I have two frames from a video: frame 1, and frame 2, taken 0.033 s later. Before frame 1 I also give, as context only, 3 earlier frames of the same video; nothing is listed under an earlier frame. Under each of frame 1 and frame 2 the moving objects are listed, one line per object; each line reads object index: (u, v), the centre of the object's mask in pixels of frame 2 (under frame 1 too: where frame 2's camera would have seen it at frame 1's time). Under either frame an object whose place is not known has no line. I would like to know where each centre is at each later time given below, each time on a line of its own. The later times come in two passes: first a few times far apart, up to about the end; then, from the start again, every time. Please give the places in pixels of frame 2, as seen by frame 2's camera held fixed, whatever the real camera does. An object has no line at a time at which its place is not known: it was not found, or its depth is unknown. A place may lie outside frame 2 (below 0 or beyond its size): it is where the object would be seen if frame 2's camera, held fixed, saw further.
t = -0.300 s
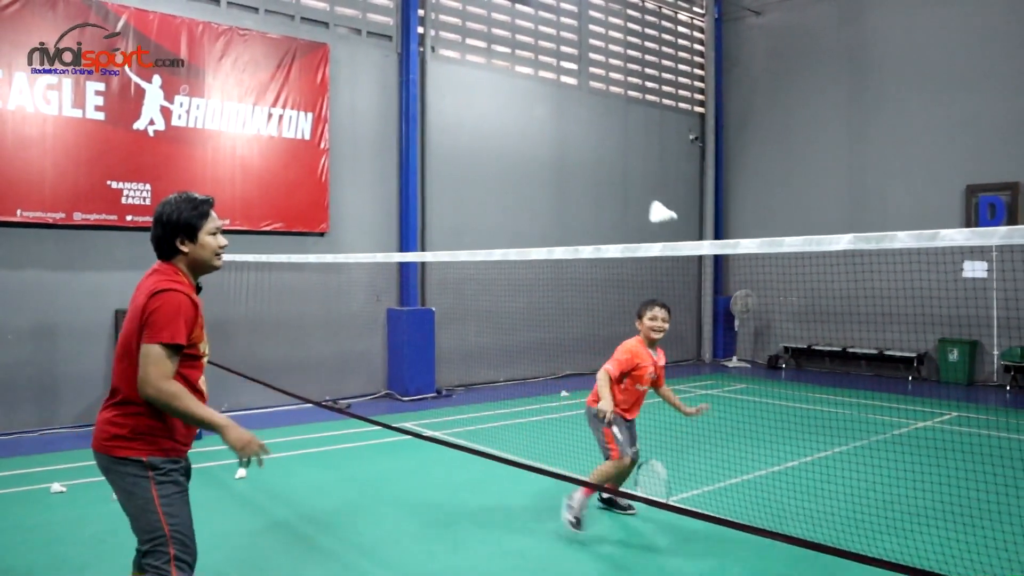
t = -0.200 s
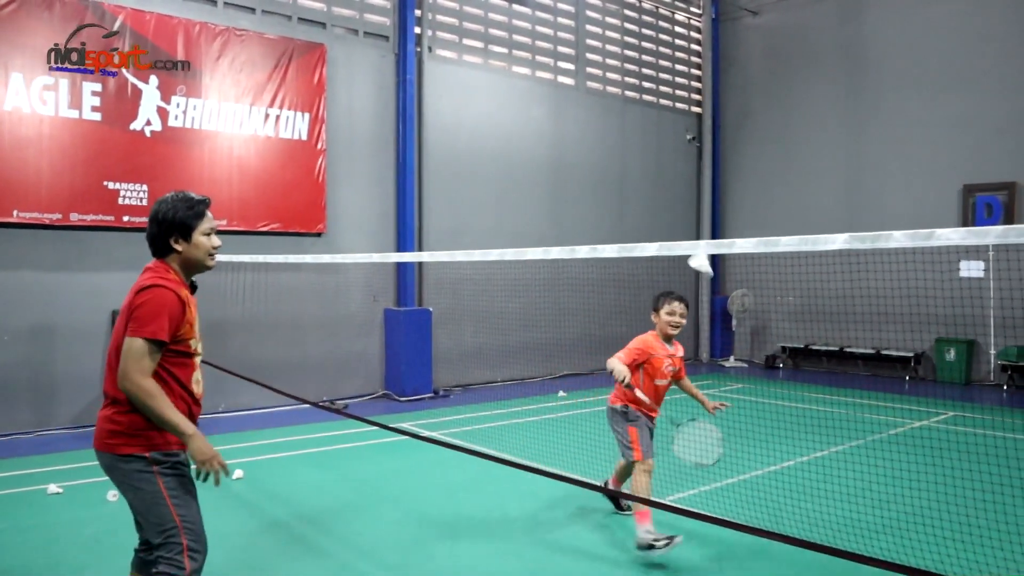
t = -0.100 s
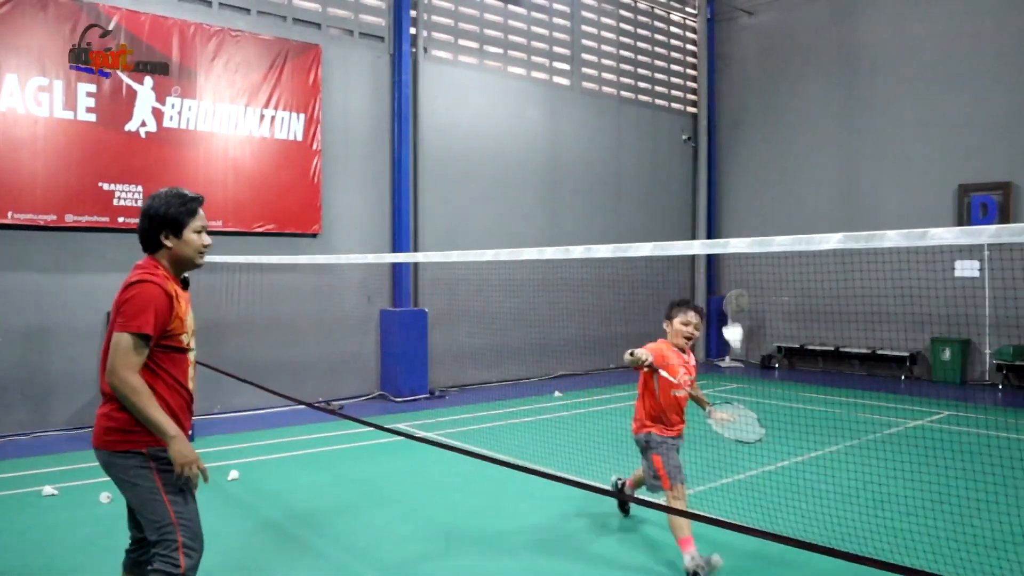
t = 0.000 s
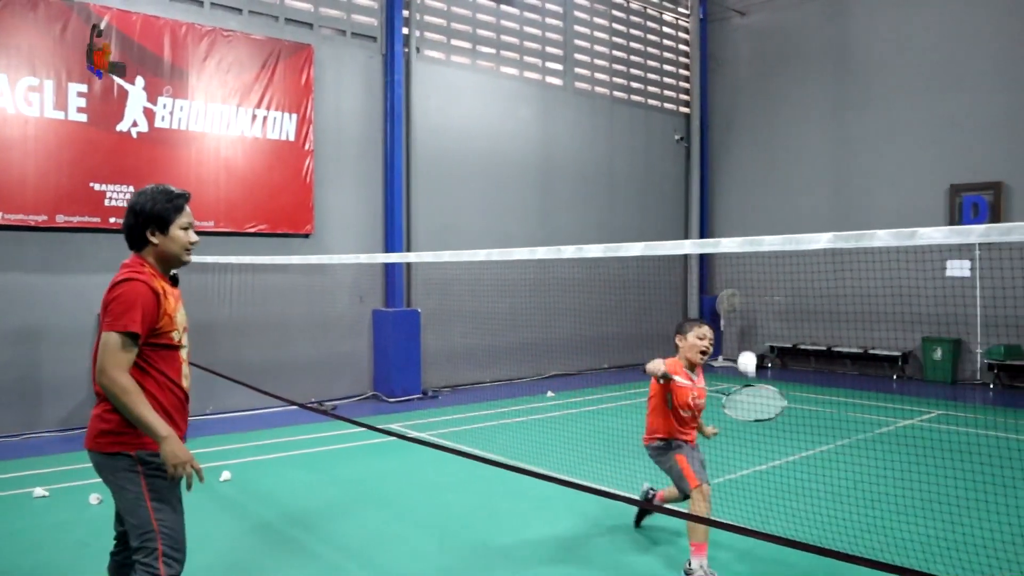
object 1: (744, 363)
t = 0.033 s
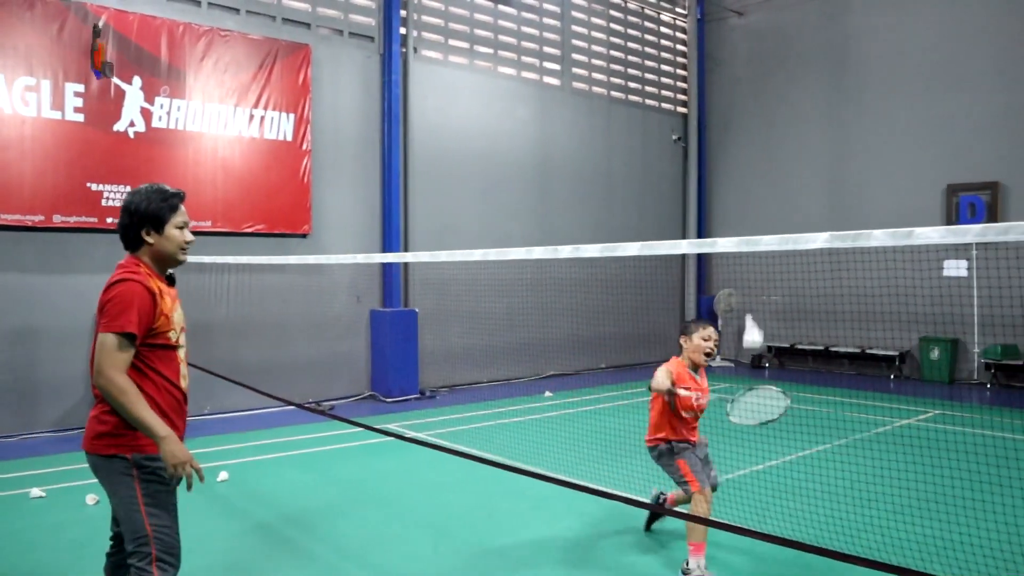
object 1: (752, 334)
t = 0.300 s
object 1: (755, 107)
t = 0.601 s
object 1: (754, 118)
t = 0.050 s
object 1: (753, 314)
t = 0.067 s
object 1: (753, 295)
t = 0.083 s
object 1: (753, 276)
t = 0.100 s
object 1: (752, 260)
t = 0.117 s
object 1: (750, 231)
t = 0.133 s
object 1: (750, 221)
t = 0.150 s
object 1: (749, 207)
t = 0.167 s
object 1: (749, 194)
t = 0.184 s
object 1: (749, 182)
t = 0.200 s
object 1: (749, 170)
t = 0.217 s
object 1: (751, 158)
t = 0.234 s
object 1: (751, 146)
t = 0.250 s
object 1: (752, 135)
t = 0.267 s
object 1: (753, 126)
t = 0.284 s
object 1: (754, 116)
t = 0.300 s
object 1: (755, 107)
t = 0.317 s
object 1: (757, 97)
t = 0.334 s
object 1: (758, 86)
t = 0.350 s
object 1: (760, 76)
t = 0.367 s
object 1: (760, 68)
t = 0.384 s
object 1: (760, 62)
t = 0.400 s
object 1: (760, 57)
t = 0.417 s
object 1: (759, 54)
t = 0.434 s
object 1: (759, 53)
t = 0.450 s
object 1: (758, 53)
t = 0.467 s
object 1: (758, 54)
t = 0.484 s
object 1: (758, 57)
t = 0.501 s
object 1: (757, 61)
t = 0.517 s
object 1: (757, 67)
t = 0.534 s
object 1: (756, 74)
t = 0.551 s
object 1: (755, 82)
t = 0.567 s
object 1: (755, 93)
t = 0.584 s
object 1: (754, 104)
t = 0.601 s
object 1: (754, 118)
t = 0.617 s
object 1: (753, 133)
